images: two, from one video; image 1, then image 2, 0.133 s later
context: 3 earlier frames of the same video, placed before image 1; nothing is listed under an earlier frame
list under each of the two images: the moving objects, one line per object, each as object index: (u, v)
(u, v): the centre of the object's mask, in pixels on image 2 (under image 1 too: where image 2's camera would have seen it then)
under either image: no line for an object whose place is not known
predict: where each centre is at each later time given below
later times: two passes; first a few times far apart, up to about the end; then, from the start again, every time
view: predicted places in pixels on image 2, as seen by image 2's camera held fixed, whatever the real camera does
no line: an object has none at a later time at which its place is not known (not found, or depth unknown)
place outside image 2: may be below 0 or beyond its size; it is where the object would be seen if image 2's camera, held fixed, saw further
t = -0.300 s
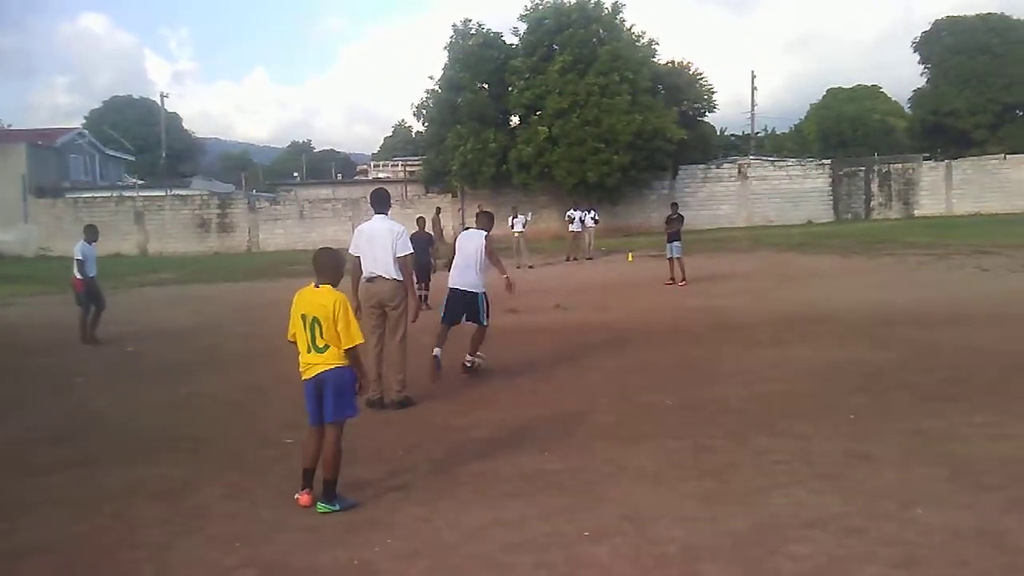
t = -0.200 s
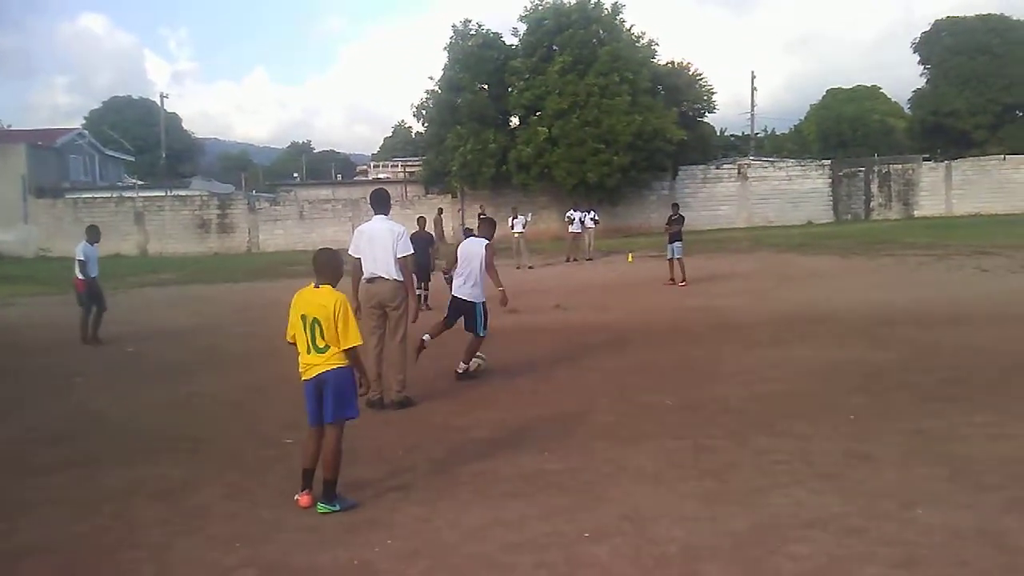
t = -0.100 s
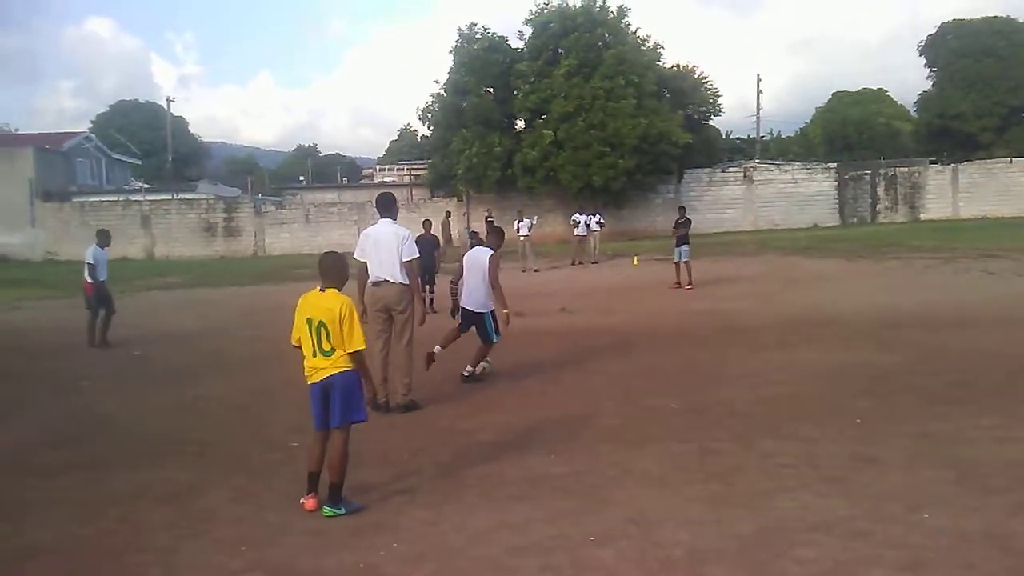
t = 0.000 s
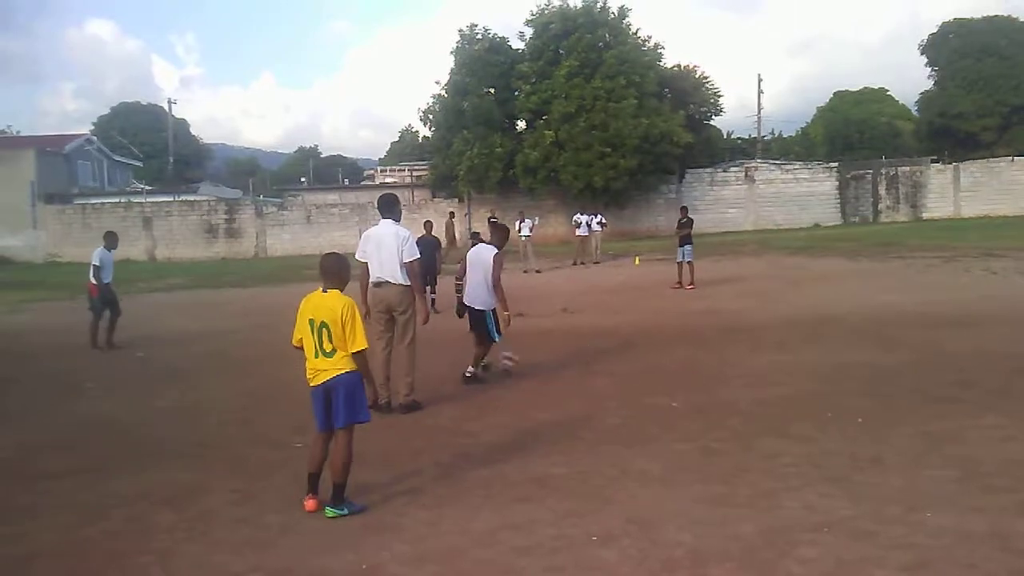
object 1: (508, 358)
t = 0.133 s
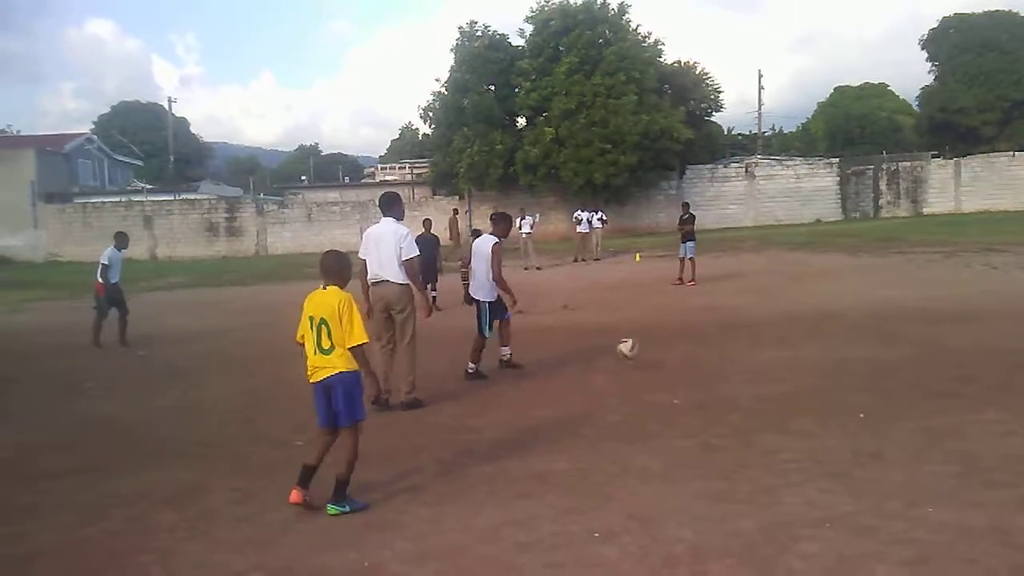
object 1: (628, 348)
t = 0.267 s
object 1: (748, 355)
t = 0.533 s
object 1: (956, 347)
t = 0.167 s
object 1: (657, 348)
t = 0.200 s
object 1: (687, 348)
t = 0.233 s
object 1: (718, 351)
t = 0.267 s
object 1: (748, 355)
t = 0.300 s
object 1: (776, 351)
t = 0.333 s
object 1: (802, 348)
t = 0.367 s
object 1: (827, 346)
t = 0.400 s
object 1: (853, 343)
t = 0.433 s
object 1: (879, 342)
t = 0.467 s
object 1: (905, 344)
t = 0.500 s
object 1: (931, 345)
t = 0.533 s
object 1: (956, 347)
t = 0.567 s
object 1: (981, 349)
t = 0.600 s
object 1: (1002, 346)
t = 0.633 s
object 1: (1022, 342)
